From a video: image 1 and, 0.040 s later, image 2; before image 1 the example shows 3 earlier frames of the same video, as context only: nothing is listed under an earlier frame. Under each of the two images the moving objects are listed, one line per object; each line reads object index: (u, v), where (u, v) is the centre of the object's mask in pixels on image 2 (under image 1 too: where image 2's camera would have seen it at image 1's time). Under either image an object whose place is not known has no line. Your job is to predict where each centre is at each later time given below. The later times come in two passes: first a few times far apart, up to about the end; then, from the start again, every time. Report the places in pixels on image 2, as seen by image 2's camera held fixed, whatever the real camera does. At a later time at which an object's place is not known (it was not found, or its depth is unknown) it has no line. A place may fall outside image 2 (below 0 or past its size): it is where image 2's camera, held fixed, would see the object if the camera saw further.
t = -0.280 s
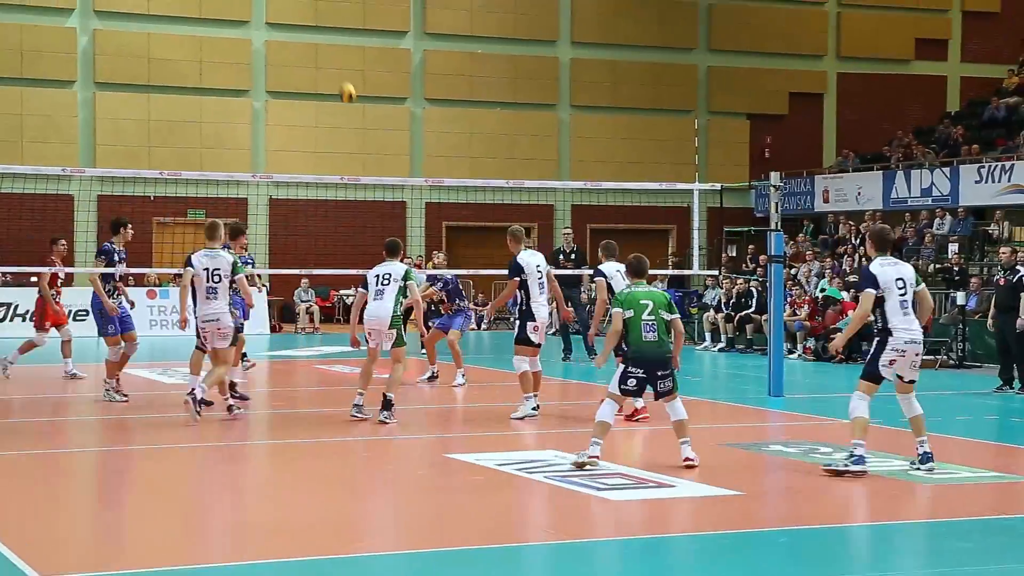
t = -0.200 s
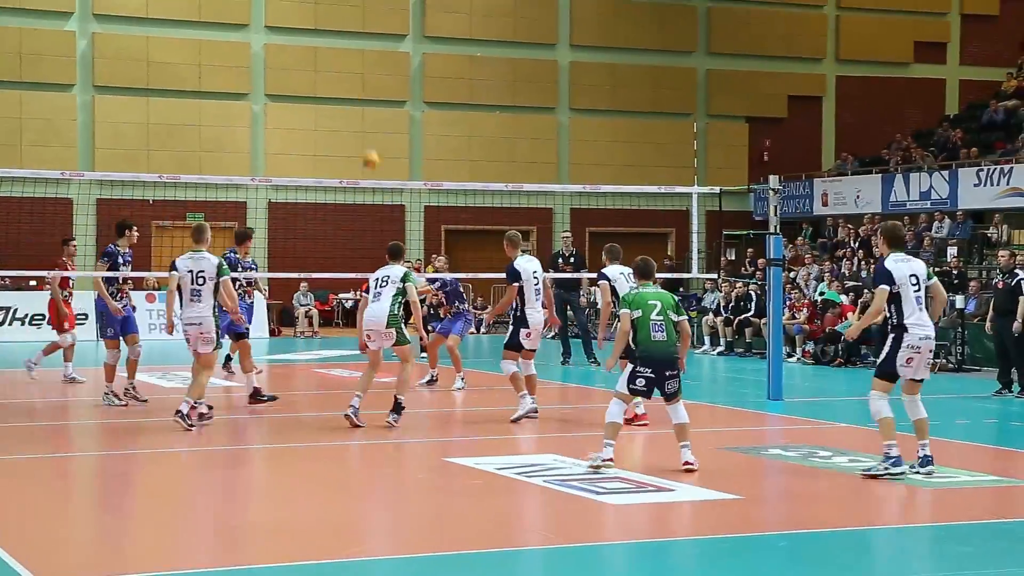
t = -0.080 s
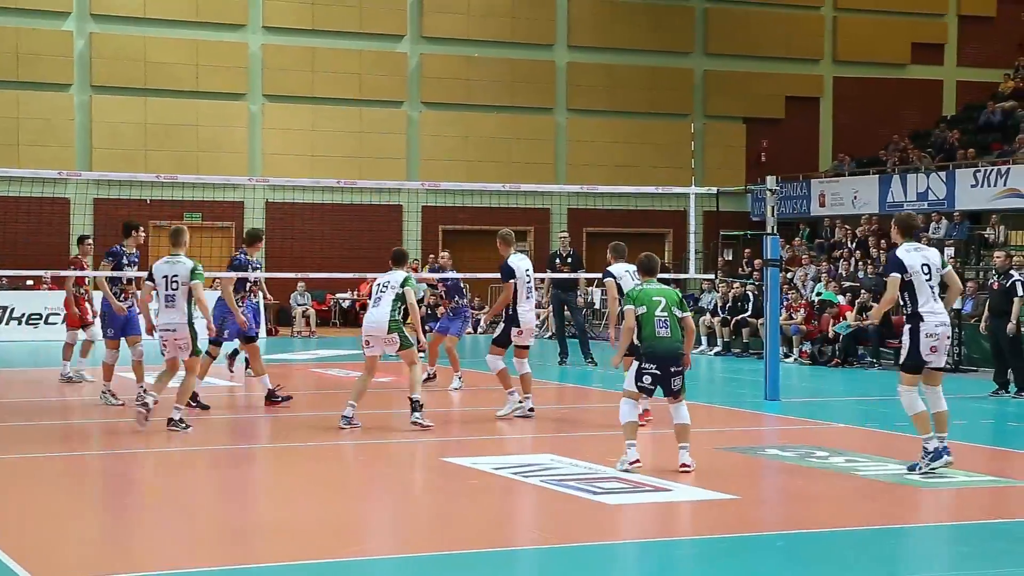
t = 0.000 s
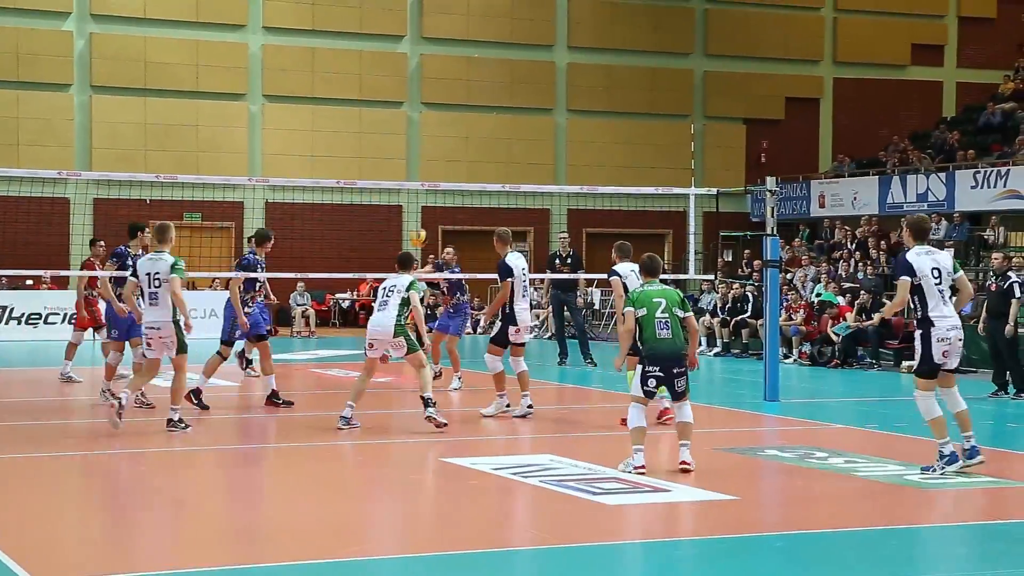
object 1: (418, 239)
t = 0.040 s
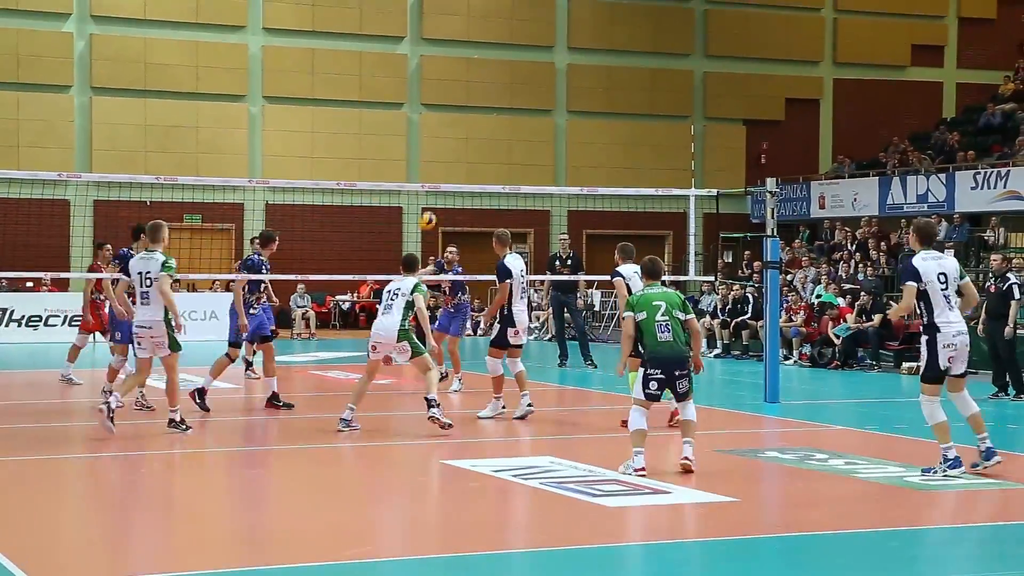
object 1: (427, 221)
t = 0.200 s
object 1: (461, 156)
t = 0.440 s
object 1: (515, 97)
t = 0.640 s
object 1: (564, 85)
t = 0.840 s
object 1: (616, 112)
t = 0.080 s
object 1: (435, 203)
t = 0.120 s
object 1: (444, 181)
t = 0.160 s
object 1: (452, 170)
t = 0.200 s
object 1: (461, 156)
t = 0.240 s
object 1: (470, 143)
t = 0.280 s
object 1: (478, 131)
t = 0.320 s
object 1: (488, 120)
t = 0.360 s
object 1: (497, 111)
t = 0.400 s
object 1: (506, 103)
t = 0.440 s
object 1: (515, 97)
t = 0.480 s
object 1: (524, 92)
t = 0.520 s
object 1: (534, 88)
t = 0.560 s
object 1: (544, 86)
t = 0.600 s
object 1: (553, 84)
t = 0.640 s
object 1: (564, 85)
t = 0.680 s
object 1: (574, 87)
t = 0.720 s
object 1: (584, 91)
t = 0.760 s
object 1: (595, 97)
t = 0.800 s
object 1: (605, 103)
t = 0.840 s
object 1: (616, 112)
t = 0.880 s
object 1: (627, 122)
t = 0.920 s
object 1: (638, 135)
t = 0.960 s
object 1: (649, 149)
